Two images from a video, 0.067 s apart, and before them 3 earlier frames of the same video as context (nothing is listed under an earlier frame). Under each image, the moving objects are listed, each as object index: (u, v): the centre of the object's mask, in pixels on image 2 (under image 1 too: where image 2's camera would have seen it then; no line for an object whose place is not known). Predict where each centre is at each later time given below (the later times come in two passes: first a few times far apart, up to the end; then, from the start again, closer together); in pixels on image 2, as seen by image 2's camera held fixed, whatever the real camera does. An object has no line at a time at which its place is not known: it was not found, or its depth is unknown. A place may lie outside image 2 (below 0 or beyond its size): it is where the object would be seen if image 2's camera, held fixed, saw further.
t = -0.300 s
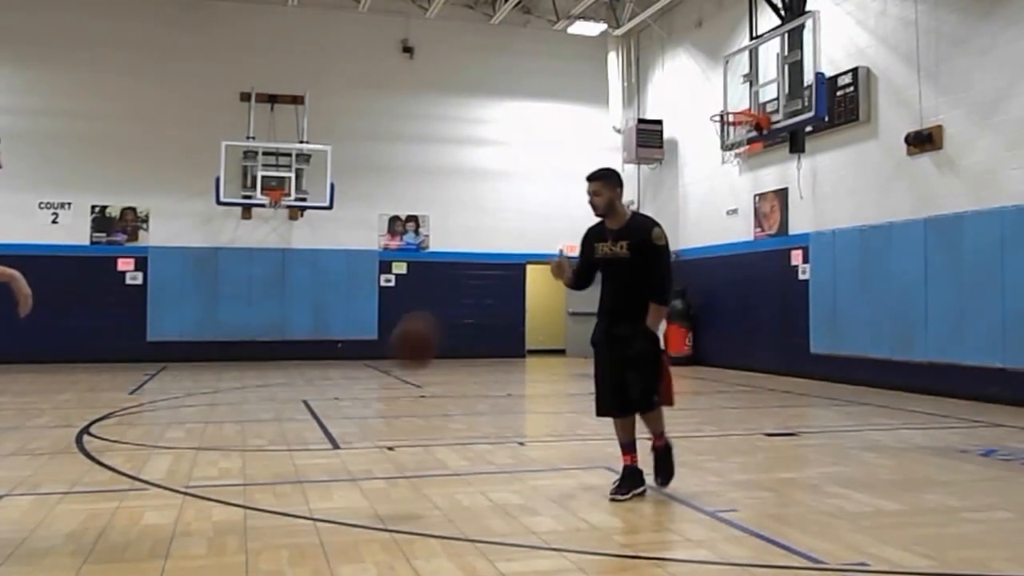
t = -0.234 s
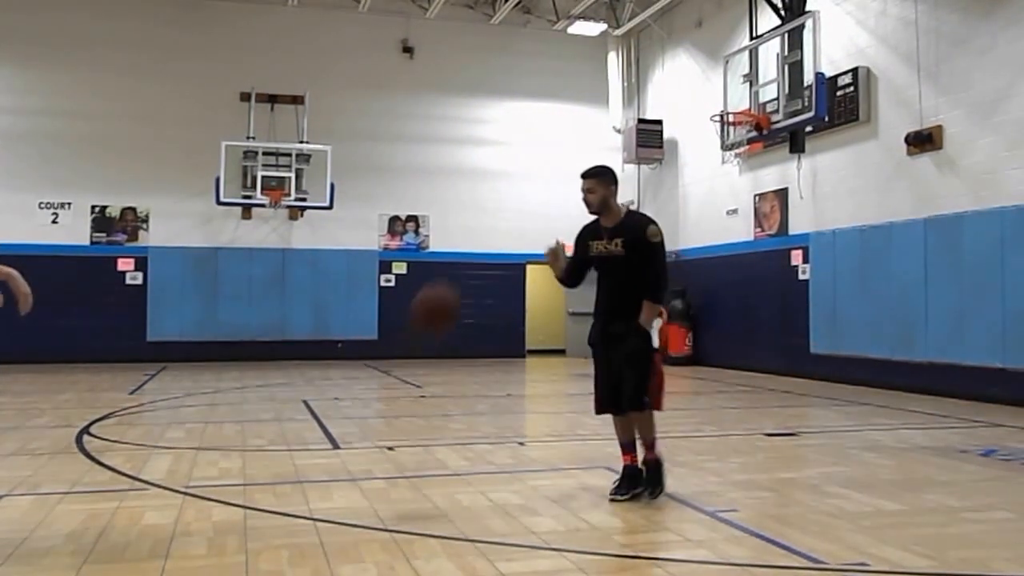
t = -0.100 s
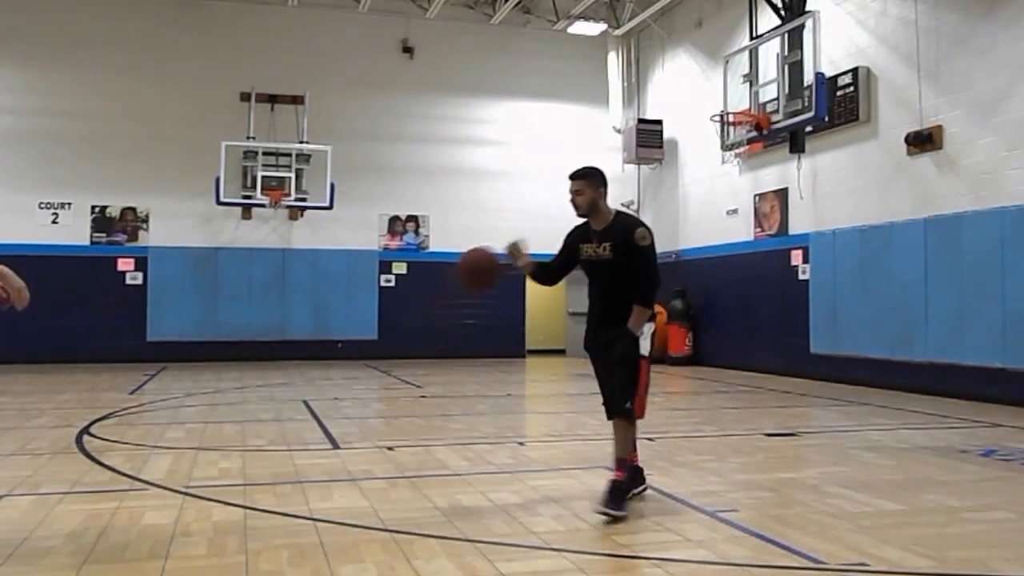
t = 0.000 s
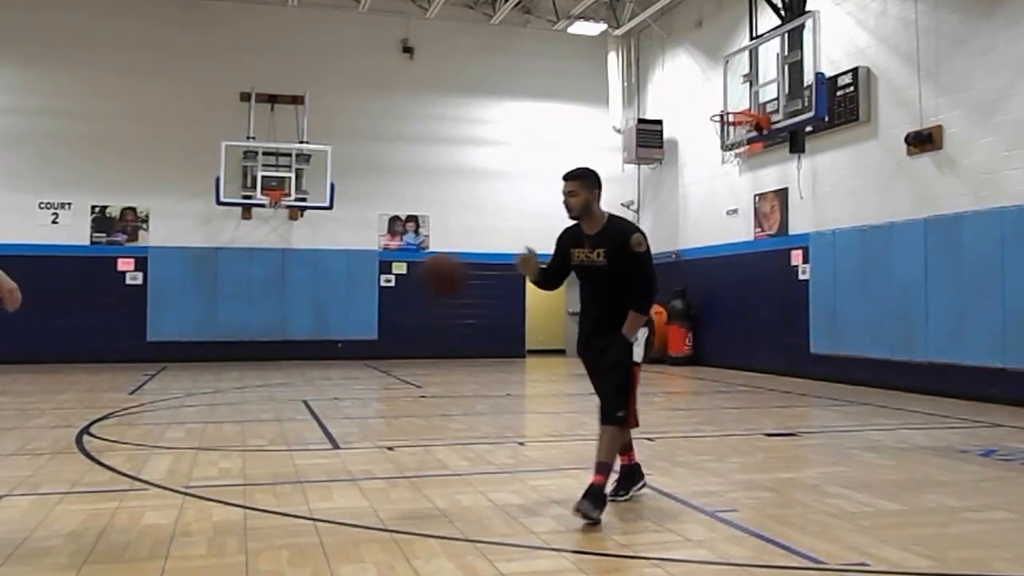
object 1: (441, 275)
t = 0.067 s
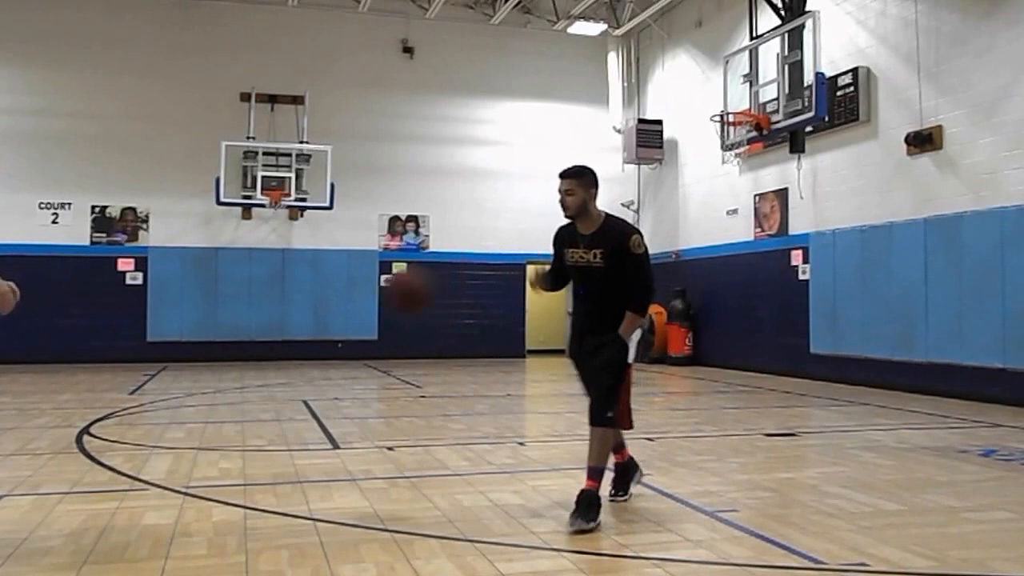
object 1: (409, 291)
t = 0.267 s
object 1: (297, 396)
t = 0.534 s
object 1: (181, 406)
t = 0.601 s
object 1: (163, 377)
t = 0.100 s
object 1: (388, 303)
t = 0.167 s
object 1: (352, 333)
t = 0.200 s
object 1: (334, 353)
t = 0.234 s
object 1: (315, 373)
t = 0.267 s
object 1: (297, 396)
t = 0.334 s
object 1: (257, 454)
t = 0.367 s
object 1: (238, 485)
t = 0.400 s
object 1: (219, 495)
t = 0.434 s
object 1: (209, 468)
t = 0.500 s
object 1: (191, 426)
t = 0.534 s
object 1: (181, 406)
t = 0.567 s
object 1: (173, 391)
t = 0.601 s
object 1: (163, 377)
